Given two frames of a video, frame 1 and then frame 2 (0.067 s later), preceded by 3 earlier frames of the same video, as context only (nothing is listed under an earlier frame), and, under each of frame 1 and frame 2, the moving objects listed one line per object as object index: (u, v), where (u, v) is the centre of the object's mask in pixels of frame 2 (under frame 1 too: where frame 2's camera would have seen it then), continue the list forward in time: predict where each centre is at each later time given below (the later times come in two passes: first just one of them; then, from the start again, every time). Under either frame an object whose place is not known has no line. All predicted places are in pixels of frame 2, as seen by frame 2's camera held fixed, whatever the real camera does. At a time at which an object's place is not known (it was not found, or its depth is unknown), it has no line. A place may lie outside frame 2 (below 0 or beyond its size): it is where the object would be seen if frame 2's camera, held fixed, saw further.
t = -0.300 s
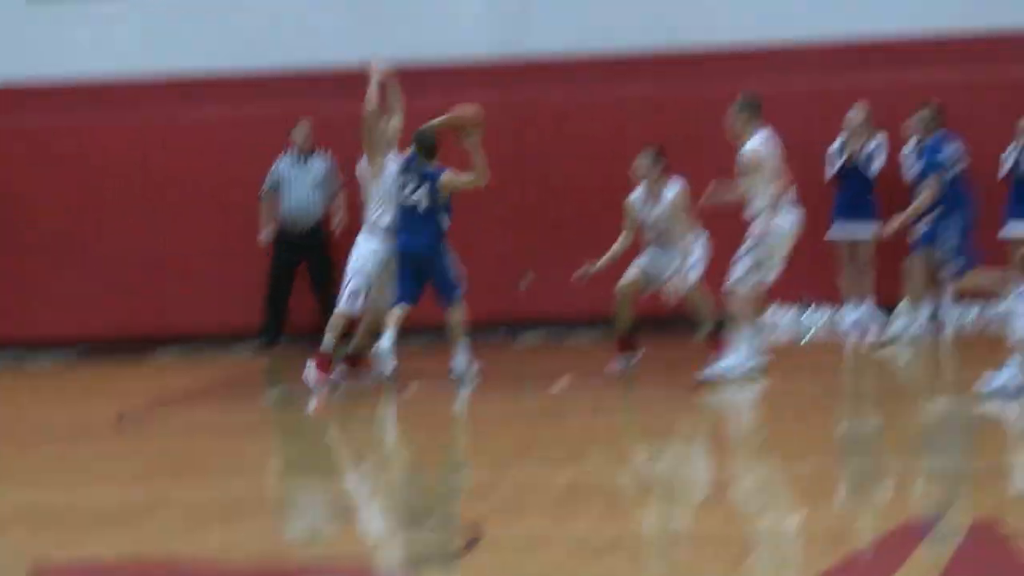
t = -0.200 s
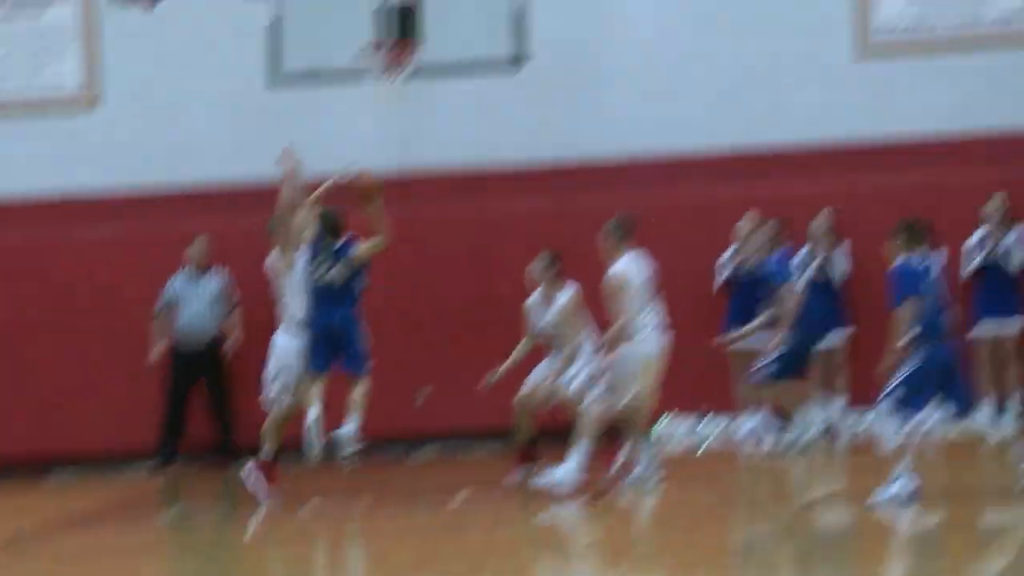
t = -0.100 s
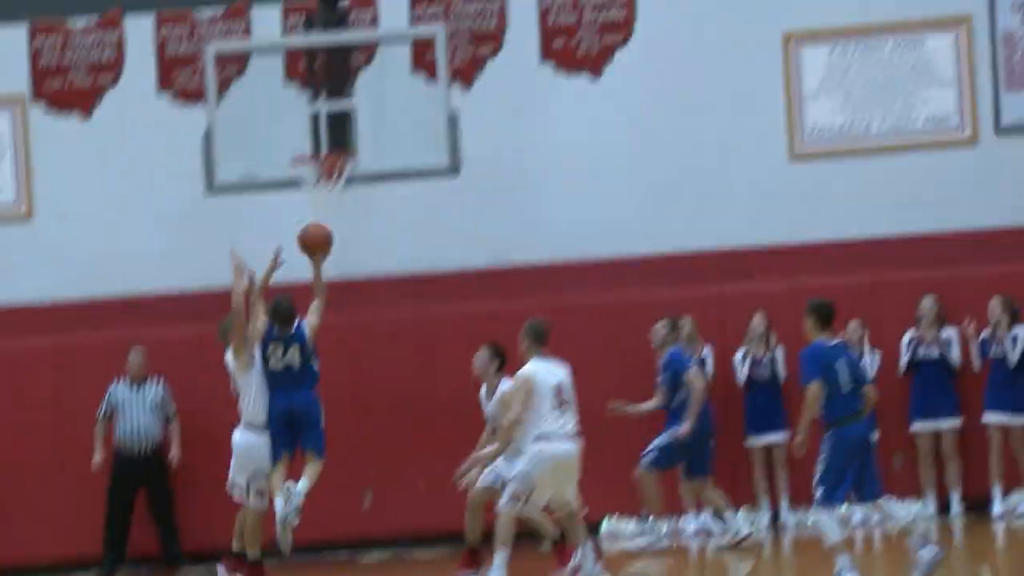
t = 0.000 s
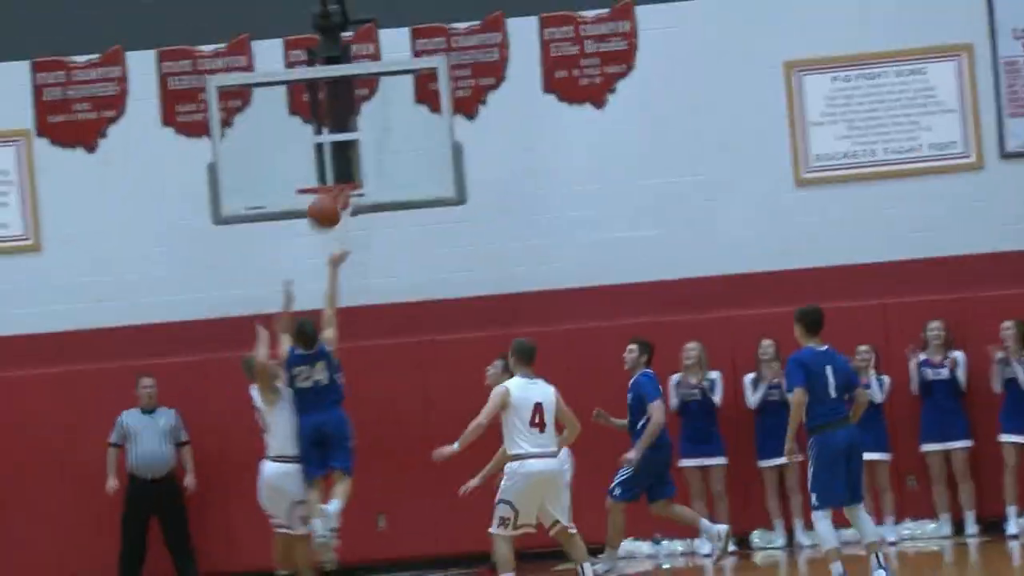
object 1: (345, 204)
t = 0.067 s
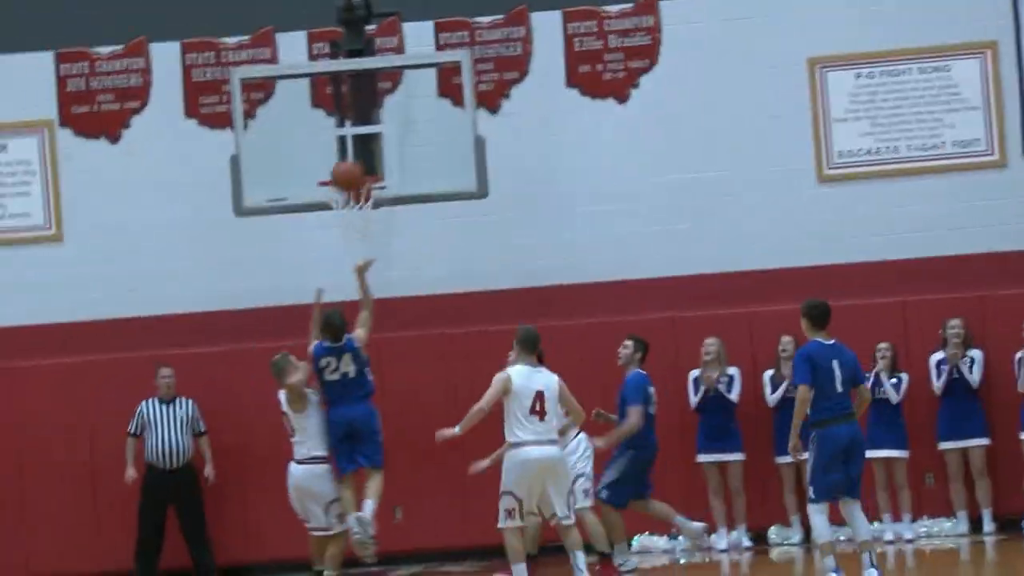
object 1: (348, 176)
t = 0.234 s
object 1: (352, 131)
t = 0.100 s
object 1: (348, 164)
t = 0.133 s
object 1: (349, 153)
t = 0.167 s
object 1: (348, 145)
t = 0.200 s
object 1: (350, 137)
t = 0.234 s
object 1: (352, 131)
